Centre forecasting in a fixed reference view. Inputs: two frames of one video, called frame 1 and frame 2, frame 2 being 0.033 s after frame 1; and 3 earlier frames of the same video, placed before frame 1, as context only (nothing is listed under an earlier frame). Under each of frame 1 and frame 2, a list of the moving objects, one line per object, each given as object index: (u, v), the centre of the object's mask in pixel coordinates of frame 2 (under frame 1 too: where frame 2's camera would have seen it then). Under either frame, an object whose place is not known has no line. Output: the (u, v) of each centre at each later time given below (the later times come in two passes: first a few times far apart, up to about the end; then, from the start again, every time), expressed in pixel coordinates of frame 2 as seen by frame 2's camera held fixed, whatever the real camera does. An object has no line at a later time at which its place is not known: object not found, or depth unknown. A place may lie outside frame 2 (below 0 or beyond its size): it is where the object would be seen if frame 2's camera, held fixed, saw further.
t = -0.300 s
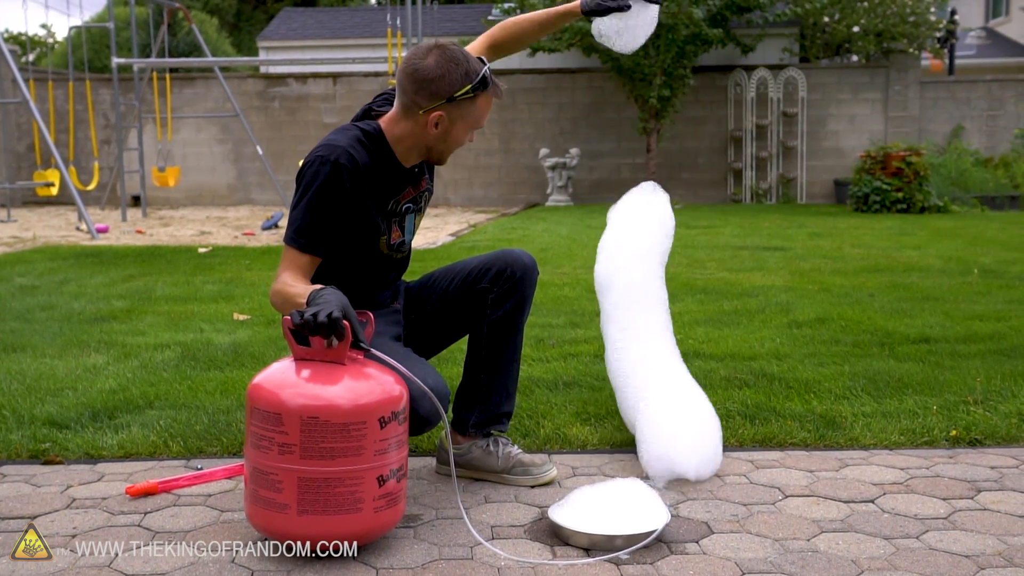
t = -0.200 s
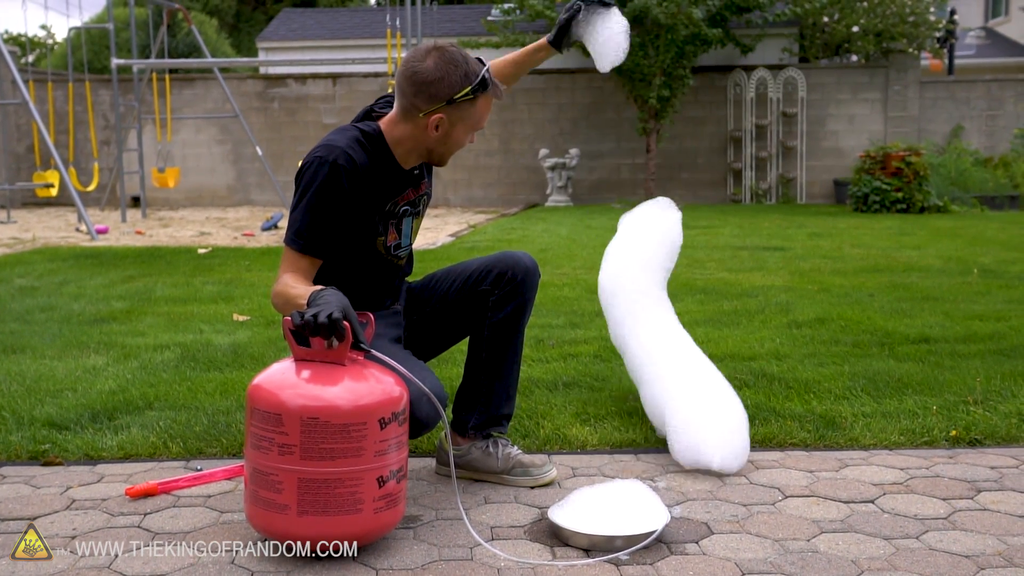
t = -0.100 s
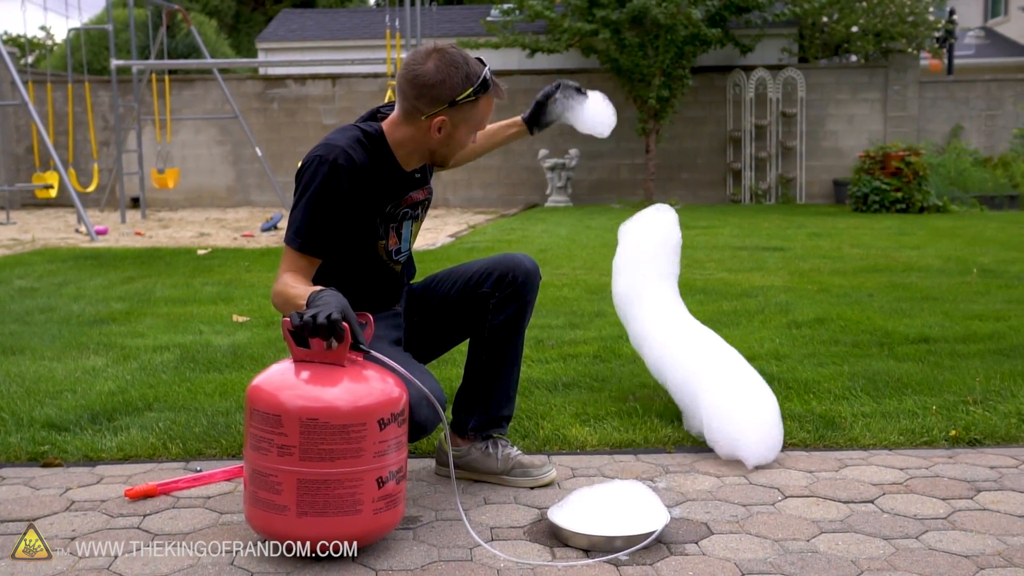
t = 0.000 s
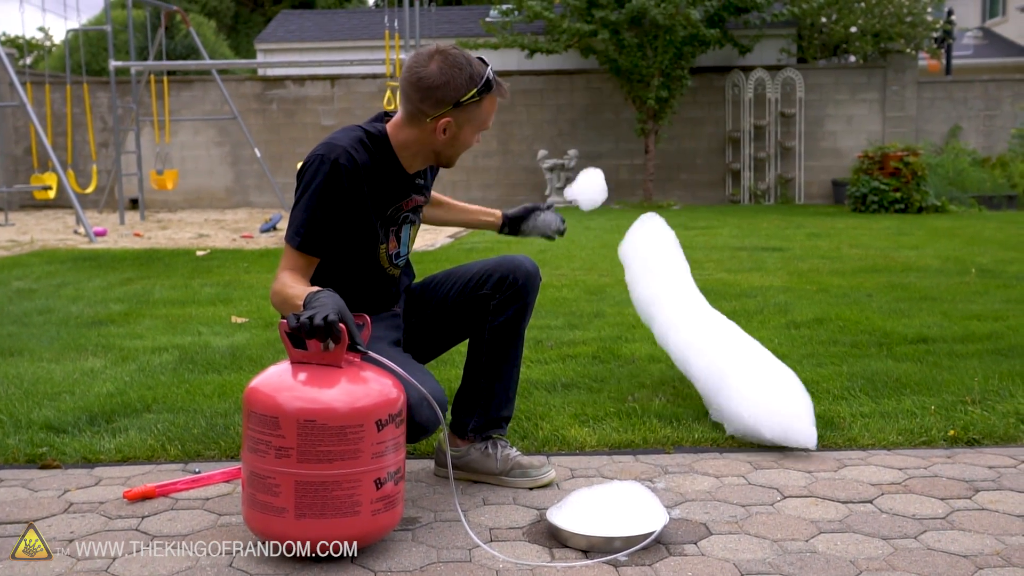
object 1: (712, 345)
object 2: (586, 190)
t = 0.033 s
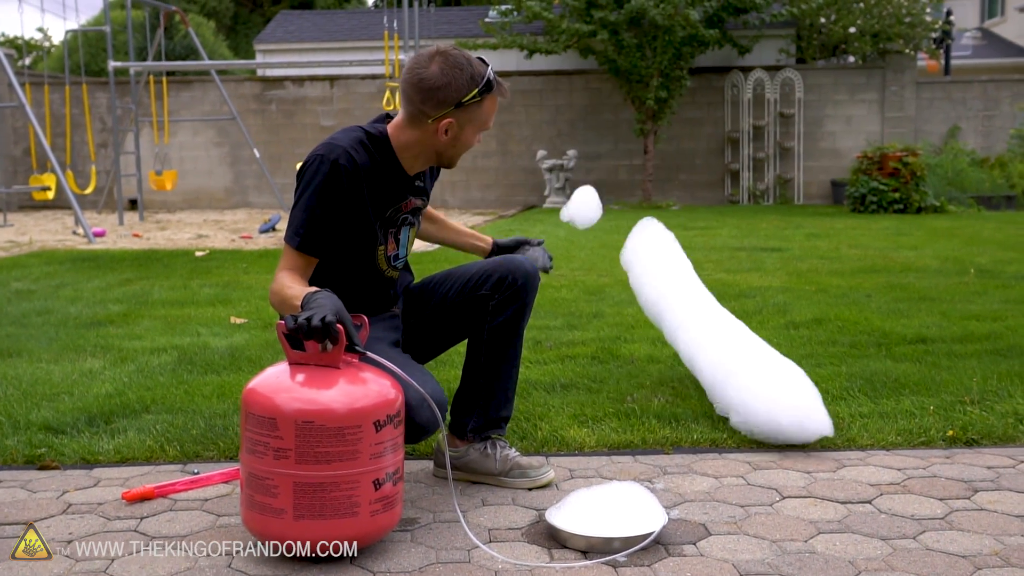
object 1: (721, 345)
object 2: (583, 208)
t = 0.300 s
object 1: (775, 321)
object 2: (571, 258)
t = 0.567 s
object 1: (800, 294)
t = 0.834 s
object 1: (817, 262)
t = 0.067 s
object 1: (730, 343)
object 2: (580, 222)
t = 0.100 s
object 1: (738, 341)
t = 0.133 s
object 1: (745, 337)
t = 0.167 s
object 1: (751, 334)
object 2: (575, 244)
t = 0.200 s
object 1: (758, 330)
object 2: (573, 249)
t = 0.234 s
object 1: (764, 327)
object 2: (572, 253)
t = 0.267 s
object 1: (770, 324)
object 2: (571, 256)
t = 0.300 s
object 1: (775, 321)
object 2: (571, 258)
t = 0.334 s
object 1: (780, 318)
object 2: (570, 259)
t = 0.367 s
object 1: (784, 316)
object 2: (570, 260)
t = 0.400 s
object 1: (788, 313)
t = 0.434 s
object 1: (792, 310)
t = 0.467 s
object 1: (795, 307)
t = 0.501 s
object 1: (798, 304)
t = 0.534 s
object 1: (800, 299)
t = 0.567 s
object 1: (800, 294)
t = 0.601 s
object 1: (801, 290)
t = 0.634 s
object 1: (802, 286)
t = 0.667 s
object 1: (804, 283)
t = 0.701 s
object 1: (807, 279)
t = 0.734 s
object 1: (809, 274)
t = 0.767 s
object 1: (811, 270)
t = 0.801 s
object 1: (814, 266)
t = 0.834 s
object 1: (817, 262)
